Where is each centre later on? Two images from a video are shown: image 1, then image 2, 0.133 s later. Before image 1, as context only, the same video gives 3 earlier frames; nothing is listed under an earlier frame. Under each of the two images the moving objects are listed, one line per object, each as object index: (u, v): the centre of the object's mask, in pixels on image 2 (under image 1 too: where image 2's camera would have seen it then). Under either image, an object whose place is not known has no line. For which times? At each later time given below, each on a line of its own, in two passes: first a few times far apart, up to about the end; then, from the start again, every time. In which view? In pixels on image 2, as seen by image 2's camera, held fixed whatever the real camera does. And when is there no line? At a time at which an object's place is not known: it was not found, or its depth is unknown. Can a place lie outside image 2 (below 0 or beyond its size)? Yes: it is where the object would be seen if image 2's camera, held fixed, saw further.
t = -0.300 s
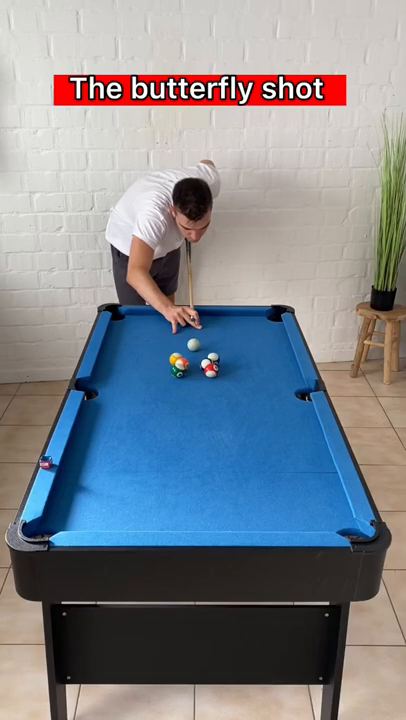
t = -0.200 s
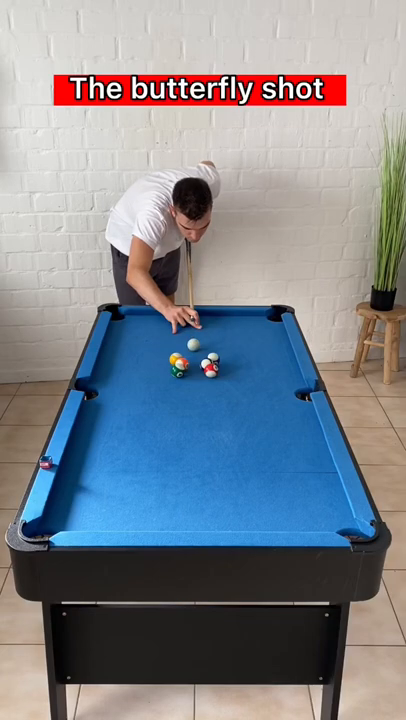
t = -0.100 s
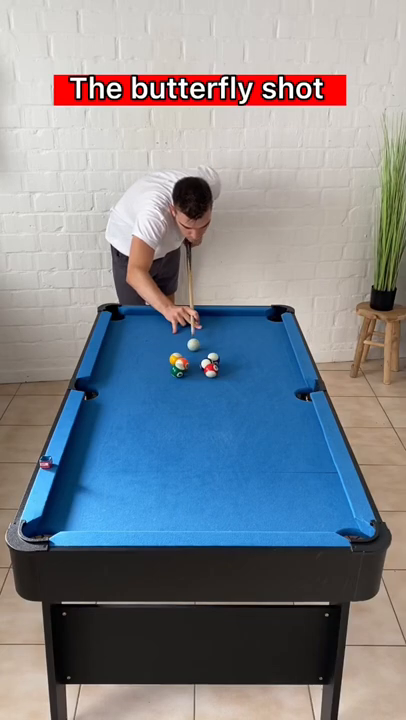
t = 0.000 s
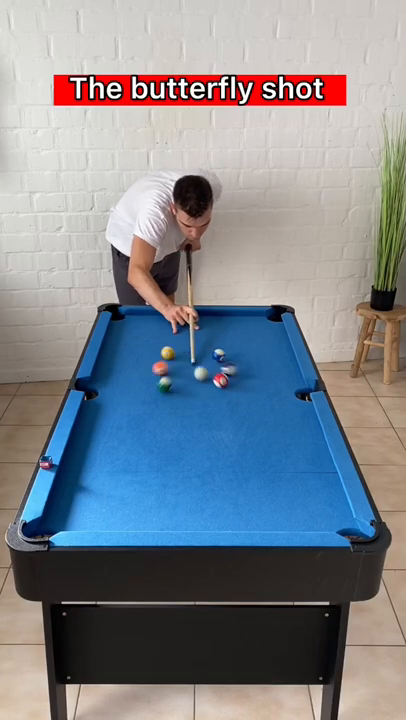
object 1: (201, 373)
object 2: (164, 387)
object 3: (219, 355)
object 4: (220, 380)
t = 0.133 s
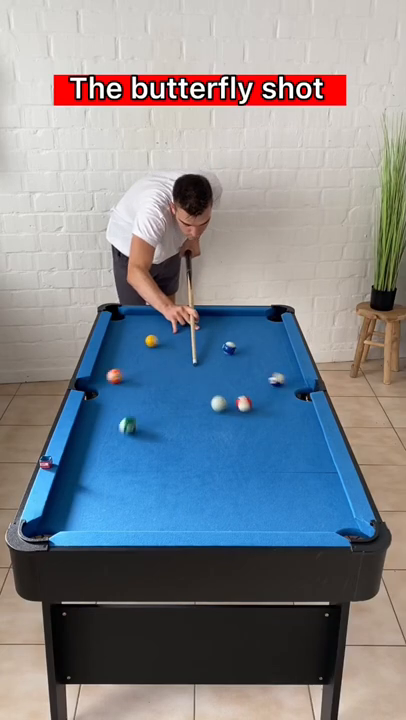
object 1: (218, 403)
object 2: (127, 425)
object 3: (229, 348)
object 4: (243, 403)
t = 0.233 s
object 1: (231, 424)
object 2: (100, 457)
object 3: (236, 342)
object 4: (261, 421)
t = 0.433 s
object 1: (257, 461)
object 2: (54, 527)
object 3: (248, 333)
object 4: (301, 462)
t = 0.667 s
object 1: (294, 516)
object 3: (261, 323)
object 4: (337, 518)
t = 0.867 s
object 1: (308, 504)
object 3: (270, 316)
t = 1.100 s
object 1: (315, 474)
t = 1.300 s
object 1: (320, 452)
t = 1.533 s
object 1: (309, 434)
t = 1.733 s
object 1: (301, 421)
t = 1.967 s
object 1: (292, 408)
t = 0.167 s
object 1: (223, 410)
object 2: (119, 435)
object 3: (231, 346)
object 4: (249, 409)
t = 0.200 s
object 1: (227, 417)
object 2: (110, 446)
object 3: (233, 345)
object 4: (255, 415)
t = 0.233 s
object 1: (231, 424)
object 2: (100, 457)
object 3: (236, 342)
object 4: (261, 421)
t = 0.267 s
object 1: (236, 429)
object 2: (90, 467)
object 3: (238, 341)
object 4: (267, 427)
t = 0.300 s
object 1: (240, 435)
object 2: (78, 479)
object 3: (240, 340)
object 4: (273, 434)
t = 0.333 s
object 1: (244, 441)
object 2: (68, 492)
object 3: (242, 338)
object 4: (280, 441)
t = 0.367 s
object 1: (248, 448)
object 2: (56, 505)
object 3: (244, 336)
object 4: (287, 447)
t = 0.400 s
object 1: (253, 455)
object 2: (55, 517)
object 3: (246, 335)
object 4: (294, 455)
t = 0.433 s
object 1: (257, 461)
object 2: (54, 527)
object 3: (248, 333)
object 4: (301, 462)
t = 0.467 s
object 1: (262, 468)
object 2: (46, 526)
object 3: (250, 332)
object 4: (308, 470)
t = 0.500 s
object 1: (267, 476)
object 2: (45, 529)
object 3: (252, 330)
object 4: (316, 477)
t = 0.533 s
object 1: (272, 483)
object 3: (254, 328)
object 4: (324, 485)
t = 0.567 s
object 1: (277, 491)
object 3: (256, 328)
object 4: (333, 494)
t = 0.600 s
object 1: (283, 499)
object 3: (257, 326)
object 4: (337, 502)
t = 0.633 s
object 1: (289, 507)
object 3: (259, 325)
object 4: (337, 510)
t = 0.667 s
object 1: (294, 516)
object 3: (261, 323)
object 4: (337, 518)
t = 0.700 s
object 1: (300, 523)
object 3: (262, 322)
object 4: (338, 525)
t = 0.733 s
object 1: (304, 523)
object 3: (264, 321)
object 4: (342, 529)
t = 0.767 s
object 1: (305, 519)
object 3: (265, 320)
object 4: (349, 531)
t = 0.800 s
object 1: (306, 513)
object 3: (267, 318)
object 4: (356, 536)
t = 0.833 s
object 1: (307, 509)
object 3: (269, 317)
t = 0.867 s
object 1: (308, 504)
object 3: (270, 316)
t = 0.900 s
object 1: (309, 499)
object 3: (271, 315)
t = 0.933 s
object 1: (310, 495)
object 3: (272, 315)
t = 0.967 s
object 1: (311, 490)
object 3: (273, 316)
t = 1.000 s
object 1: (312, 486)
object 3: (274, 318)
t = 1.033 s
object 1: (313, 482)
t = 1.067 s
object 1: (314, 478)
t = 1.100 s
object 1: (315, 474)
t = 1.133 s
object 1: (316, 470)
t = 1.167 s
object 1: (316, 466)
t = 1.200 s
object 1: (317, 462)
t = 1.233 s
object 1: (318, 459)
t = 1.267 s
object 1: (319, 455)
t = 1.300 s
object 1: (320, 452)
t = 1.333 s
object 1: (319, 449)
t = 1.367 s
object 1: (318, 446)
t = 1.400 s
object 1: (316, 444)
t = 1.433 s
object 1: (314, 441)
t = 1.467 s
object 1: (313, 439)
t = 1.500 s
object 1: (311, 436)
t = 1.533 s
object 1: (309, 434)
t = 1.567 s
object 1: (308, 431)
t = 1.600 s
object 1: (307, 429)
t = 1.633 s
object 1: (305, 427)
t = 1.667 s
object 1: (303, 425)
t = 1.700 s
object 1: (302, 423)
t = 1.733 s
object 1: (301, 421)
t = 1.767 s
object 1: (300, 419)
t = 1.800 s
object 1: (298, 417)
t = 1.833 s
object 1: (297, 415)
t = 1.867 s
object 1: (296, 413)
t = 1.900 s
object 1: (294, 411)
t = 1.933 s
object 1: (293, 410)
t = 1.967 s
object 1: (292, 408)
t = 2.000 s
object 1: (291, 406)
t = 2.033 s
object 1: (290, 404)
